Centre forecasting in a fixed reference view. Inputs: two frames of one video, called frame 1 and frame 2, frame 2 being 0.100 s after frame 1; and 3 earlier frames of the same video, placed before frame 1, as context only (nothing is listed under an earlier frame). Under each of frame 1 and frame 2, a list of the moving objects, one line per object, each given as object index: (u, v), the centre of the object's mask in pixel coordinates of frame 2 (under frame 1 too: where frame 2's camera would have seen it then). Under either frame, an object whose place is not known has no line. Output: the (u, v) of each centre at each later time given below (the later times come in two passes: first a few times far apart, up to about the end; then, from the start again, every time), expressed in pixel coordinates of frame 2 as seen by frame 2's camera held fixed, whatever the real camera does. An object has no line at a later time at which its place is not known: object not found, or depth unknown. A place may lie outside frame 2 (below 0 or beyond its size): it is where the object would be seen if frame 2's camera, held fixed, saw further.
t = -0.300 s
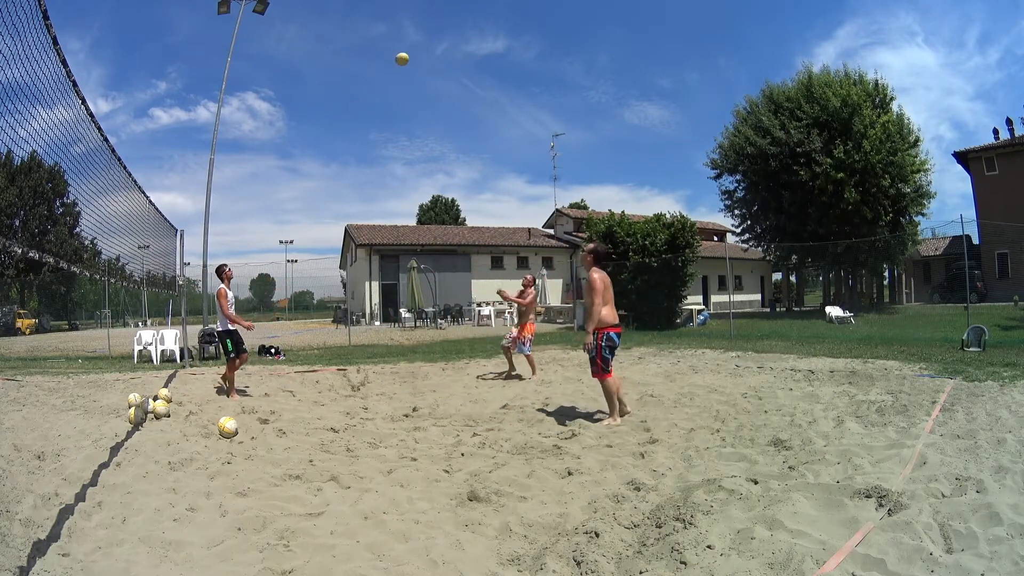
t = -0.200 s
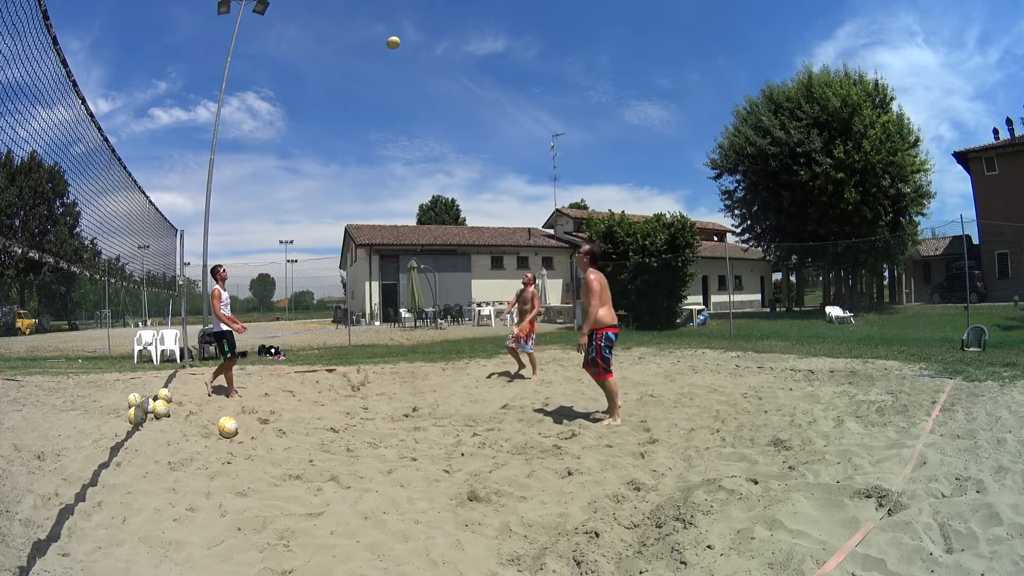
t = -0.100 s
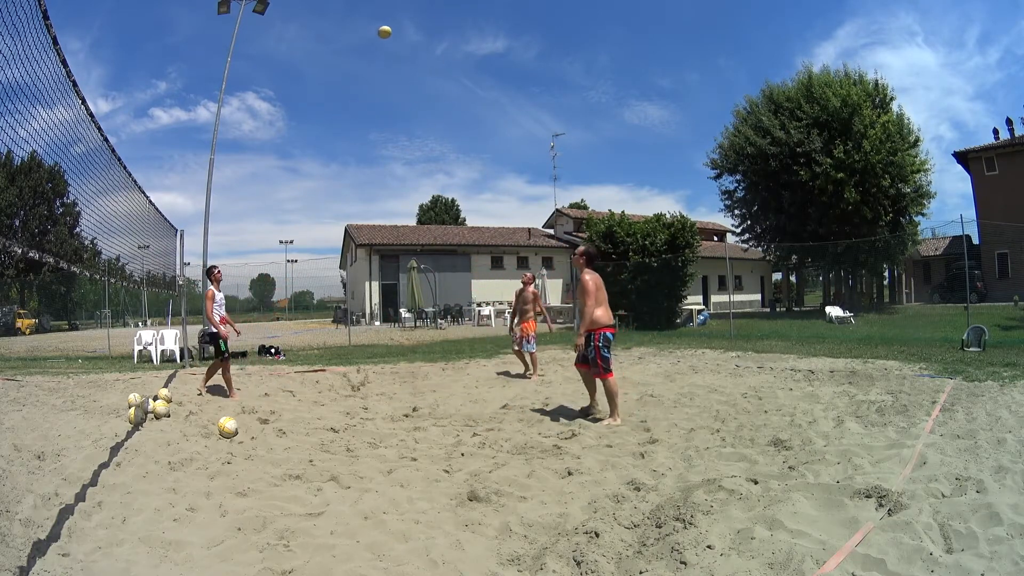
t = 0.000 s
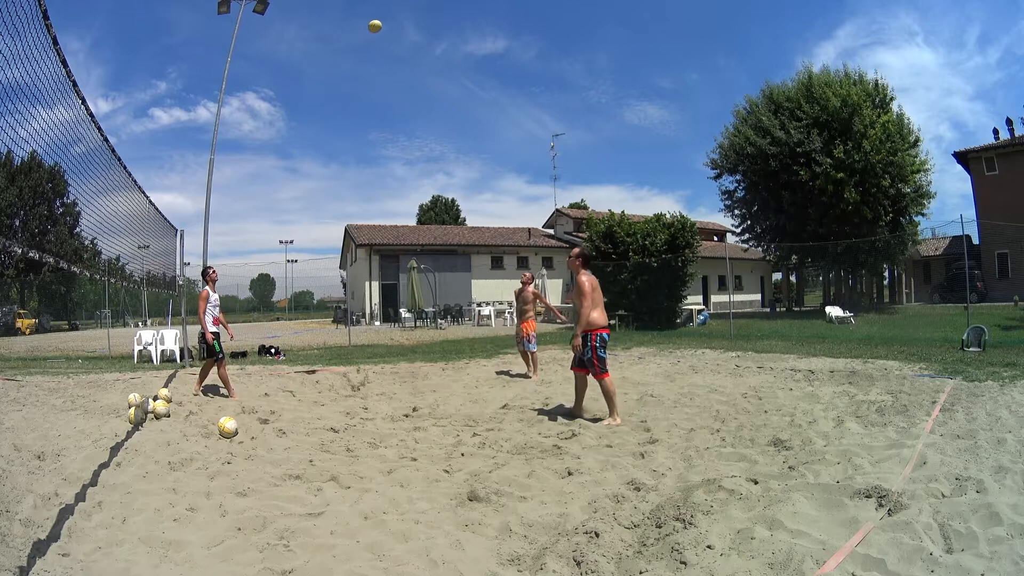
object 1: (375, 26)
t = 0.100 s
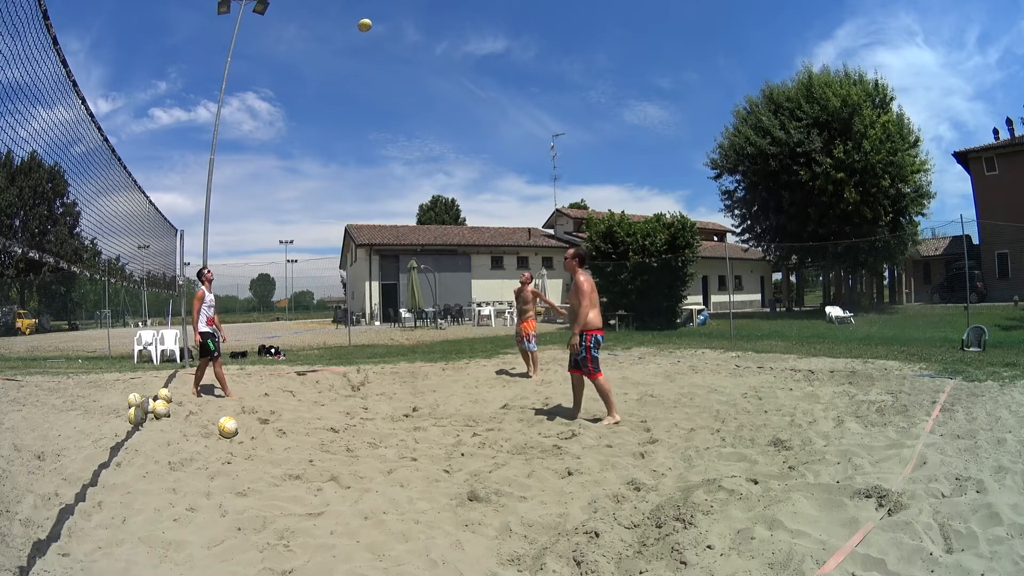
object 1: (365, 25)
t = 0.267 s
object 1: (346, 35)
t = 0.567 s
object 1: (303, 100)
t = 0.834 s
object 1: (258, 226)
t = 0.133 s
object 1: (361, 26)
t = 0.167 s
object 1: (358, 27)
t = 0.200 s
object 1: (354, 29)
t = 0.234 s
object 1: (350, 32)
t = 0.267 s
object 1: (346, 35)
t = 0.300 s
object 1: (342, 39)
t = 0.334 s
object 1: (337, 44)
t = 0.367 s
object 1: (333, 50)
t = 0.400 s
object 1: (328, 56)
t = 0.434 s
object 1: (323, 63)
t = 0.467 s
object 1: (319, 70)
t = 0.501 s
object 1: (314, 79)
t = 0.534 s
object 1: (308, 89)
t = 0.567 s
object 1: (303, 100)
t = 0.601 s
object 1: (298, 111)
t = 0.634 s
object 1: (292, 124)
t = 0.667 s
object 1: (287, 138)
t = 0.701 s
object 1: (281, 154)
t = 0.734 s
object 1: (275, 170)
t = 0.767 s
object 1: (269, 188)
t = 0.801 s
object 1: (264, 206)
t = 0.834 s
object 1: (258, 226)
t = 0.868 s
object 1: (253, 247)
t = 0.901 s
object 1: (248, 270)
